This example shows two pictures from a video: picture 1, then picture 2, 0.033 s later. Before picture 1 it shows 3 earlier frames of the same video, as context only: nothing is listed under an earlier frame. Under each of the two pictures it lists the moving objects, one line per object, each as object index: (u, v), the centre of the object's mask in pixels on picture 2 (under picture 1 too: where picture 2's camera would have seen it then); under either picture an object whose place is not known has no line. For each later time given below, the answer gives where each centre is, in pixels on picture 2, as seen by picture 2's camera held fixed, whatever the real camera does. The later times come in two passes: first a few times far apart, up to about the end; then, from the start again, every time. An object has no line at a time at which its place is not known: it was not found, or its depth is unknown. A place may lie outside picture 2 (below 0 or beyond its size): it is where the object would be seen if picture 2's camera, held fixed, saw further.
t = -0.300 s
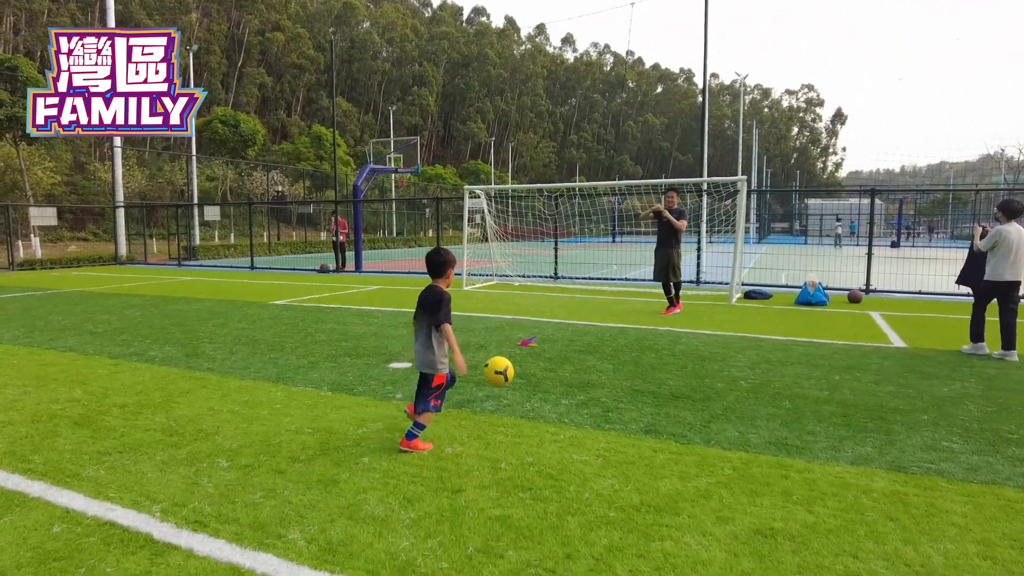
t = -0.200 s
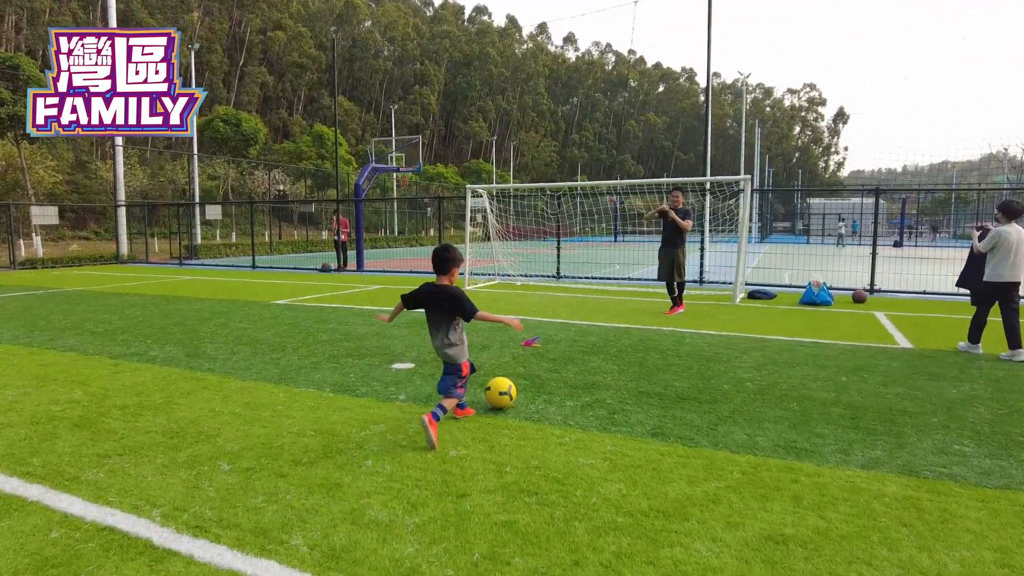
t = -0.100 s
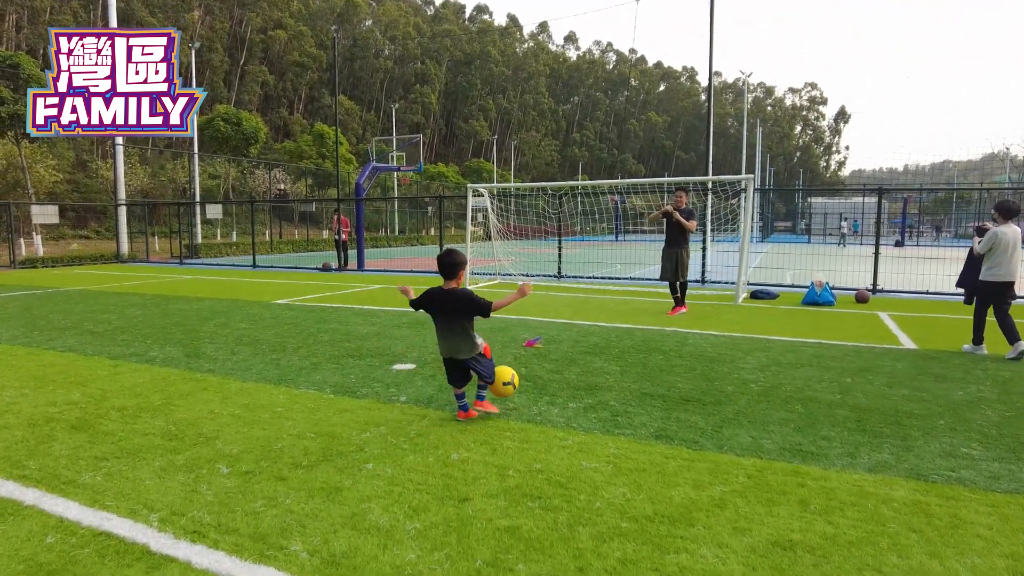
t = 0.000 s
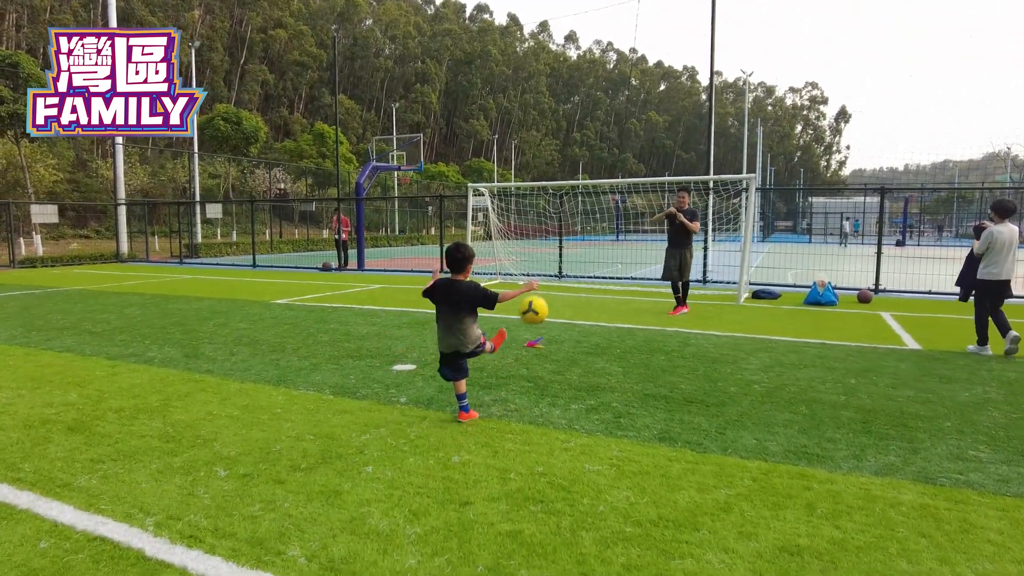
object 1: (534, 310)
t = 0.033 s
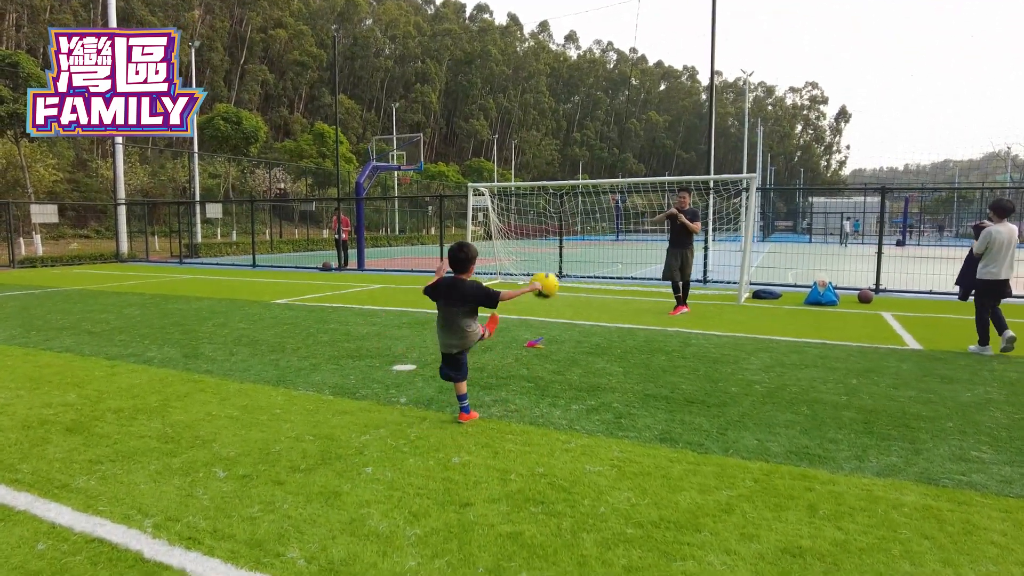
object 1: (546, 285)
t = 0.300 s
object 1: (611, 165)
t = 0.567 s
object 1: (656, 146)
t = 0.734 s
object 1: (675, 167)
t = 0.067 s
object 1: (554, 262)
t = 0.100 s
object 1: (563, 242)
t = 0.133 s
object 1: (572, 225)
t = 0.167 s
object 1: (581, 209)
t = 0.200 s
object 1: (589, 195)
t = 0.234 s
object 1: (597, 184)
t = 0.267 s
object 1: (604, 174)
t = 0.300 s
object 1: (611, 165)
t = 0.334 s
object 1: (618, 158)
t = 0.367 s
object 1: (624, 153)
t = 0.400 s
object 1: (630, 148)
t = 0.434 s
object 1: (636, 146)
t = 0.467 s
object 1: (641, 144)
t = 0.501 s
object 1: (646, 144)
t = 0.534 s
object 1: (651, 144)
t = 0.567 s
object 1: (656, 146)
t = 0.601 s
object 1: (660, 149)
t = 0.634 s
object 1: (664, 152)
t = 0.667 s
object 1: (668, 156)
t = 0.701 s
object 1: (672, 161)
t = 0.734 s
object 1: (675, 167)
